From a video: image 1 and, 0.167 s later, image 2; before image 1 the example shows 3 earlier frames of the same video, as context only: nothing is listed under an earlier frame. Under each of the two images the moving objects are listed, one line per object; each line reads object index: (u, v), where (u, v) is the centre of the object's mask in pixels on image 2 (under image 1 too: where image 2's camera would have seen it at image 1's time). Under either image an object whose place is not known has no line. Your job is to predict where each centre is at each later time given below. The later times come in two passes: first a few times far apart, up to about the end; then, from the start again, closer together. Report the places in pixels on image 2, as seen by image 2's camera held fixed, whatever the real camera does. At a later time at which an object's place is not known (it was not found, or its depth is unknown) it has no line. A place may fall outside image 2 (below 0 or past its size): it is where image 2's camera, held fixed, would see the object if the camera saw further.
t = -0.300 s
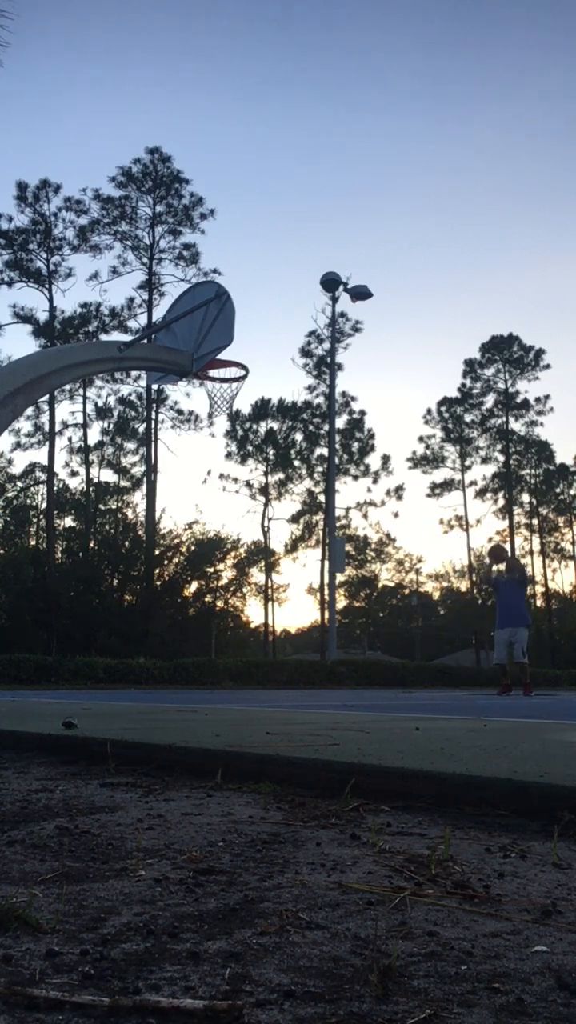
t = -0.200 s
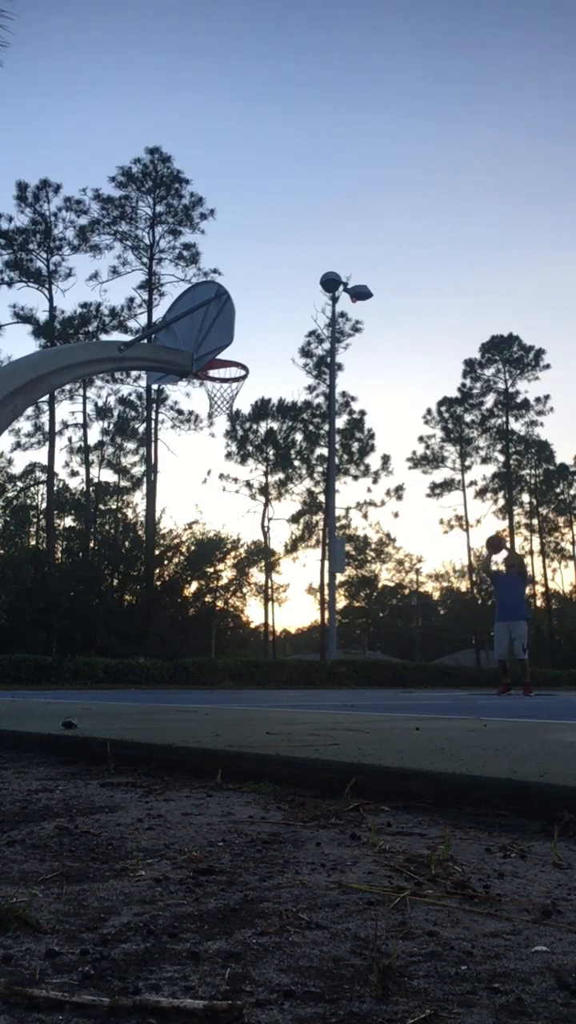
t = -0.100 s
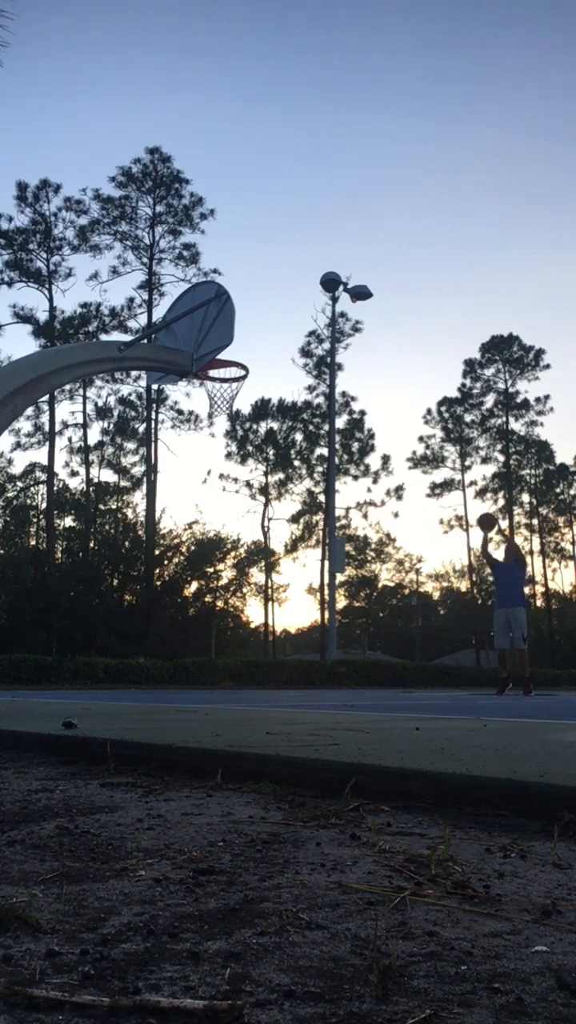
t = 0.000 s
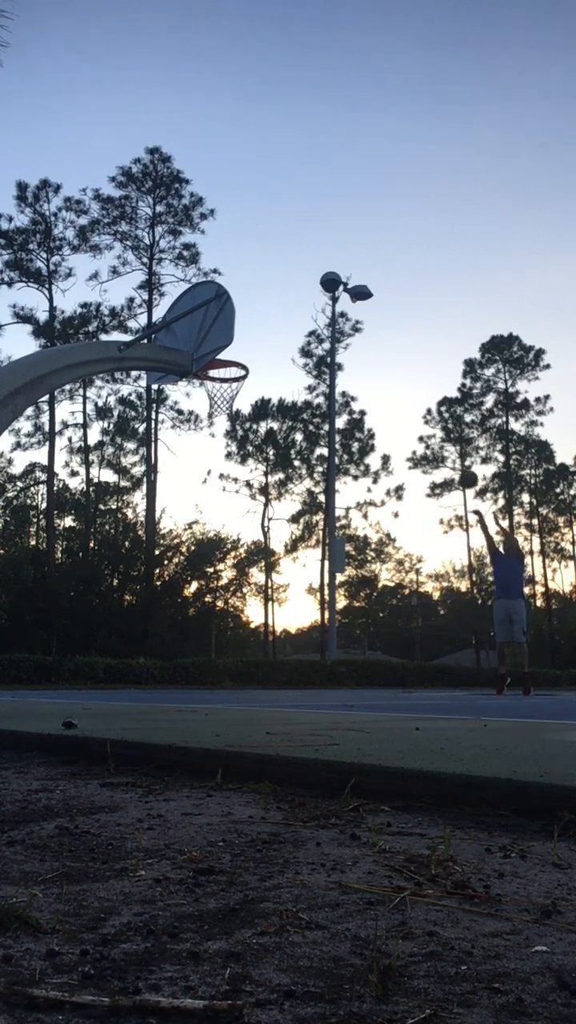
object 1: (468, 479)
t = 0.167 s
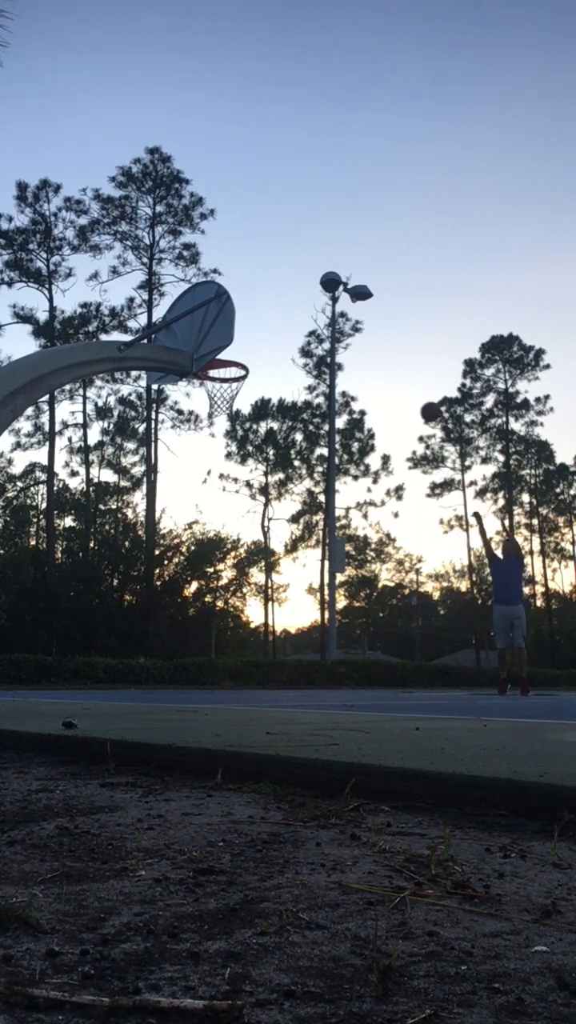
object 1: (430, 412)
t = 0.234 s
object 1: (415, 390)
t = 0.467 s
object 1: (358, 336)
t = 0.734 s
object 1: (284, 329)
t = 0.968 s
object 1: (215, 384)
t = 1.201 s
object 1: (224, 393)
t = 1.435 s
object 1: (221, 408)
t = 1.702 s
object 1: (206, 458)
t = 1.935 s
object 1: (192, 566)
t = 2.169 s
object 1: (178, 643)
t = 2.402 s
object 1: (172, 545)
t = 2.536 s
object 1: (168, 516)
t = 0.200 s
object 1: (423, 401)
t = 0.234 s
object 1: (415, 390)
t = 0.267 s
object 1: (407, 380)
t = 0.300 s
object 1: (399, 371)
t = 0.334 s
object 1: (391, 362)
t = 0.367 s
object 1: (383, 355)
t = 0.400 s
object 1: (375, 348)
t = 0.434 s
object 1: (367, 342)
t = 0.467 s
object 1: (358, 336)
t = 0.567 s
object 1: (332, 327)
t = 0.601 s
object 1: (321, 325)
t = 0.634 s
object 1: (313, 325)
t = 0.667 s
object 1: (304, 325)
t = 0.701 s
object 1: (294, 326)
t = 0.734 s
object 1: (284, 329)
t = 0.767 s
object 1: (273, 333)
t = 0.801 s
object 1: (263, 338)
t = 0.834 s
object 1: (252, 344)
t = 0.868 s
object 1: (241, 351)
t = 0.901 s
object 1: (232, 358)
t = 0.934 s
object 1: (220, 375)
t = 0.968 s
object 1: (215, 384)
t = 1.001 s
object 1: (211, 395)
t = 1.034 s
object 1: (213, 398)
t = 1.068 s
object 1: (216, 396)
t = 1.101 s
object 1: (218, 394)
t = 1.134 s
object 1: (221, 392)
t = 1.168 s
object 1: (223, 392)
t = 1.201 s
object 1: (224, 393)
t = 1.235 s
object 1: (226, 396)
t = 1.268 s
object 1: (226, 398)
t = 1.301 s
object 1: (226, 400)
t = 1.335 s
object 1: (225, 401)
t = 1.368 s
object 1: (224, 404)
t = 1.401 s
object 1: (223, 406)
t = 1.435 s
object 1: (221, 408)
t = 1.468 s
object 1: (219, 410)
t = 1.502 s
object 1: (217, 413)
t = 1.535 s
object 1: (215, 418)
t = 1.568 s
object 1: (214, 424)
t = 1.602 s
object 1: (212, 430)
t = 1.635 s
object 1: (210, 438)
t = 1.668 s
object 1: (208, 447)
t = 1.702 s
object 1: (206, 458)
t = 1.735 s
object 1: (204, 469)
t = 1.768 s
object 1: (202, 482)
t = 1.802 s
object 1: (200, 496)
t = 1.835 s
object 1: (198, 512)
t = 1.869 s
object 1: (195, 528)
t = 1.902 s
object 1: (192, 544)
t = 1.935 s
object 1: (192, 566)
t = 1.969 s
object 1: (190, 587)
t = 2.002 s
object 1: (187, 608)
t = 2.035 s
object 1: (184, 631)
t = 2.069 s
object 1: (182, 656)
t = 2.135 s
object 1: (178, 665)
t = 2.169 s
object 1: (178, 643)
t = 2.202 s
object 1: (178, 625)
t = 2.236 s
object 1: (177, 609)
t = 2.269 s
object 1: (175, 594)
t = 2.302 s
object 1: (176, 579)
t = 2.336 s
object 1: (174, 567)
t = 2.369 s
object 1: (173, 556)
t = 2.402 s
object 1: (172, 545)
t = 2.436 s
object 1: (171, 536)
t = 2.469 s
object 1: (170, 528)
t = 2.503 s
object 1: (169, 521)
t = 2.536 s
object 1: (168, 516)
